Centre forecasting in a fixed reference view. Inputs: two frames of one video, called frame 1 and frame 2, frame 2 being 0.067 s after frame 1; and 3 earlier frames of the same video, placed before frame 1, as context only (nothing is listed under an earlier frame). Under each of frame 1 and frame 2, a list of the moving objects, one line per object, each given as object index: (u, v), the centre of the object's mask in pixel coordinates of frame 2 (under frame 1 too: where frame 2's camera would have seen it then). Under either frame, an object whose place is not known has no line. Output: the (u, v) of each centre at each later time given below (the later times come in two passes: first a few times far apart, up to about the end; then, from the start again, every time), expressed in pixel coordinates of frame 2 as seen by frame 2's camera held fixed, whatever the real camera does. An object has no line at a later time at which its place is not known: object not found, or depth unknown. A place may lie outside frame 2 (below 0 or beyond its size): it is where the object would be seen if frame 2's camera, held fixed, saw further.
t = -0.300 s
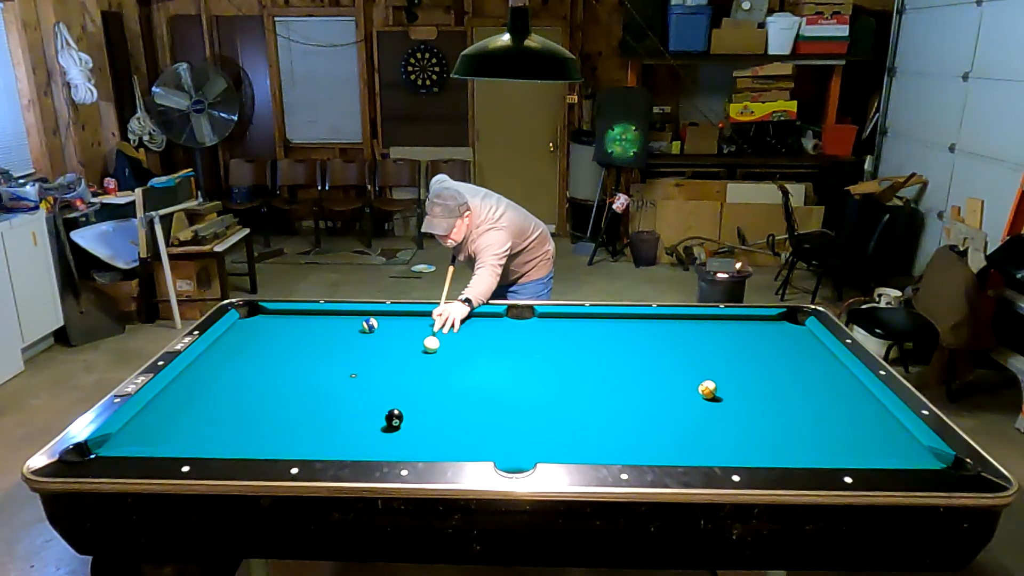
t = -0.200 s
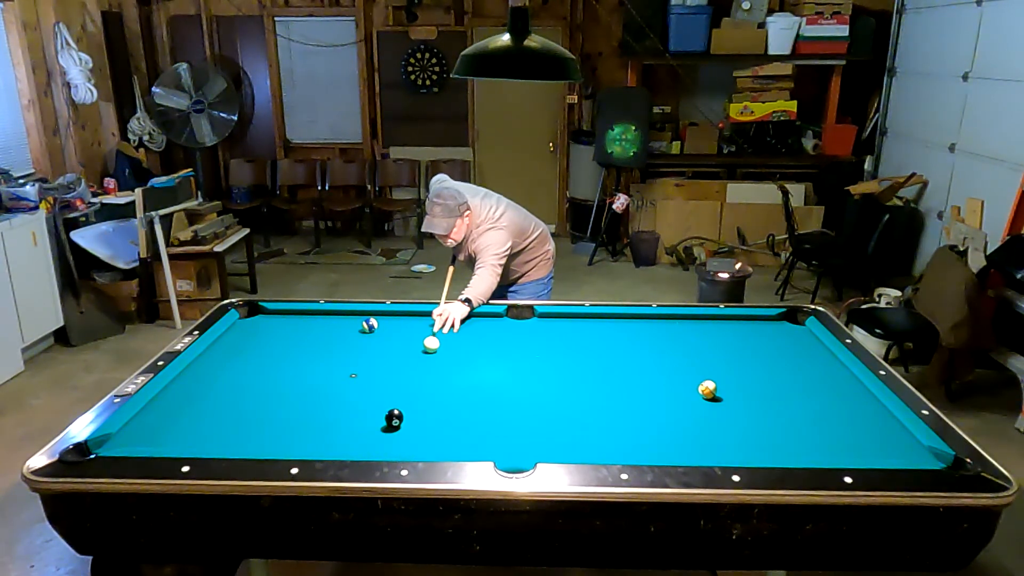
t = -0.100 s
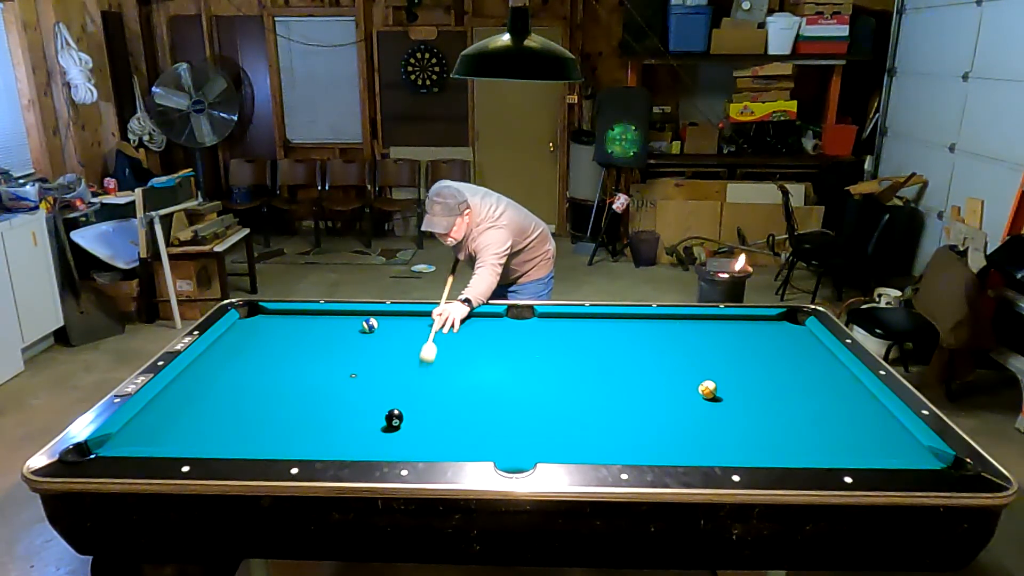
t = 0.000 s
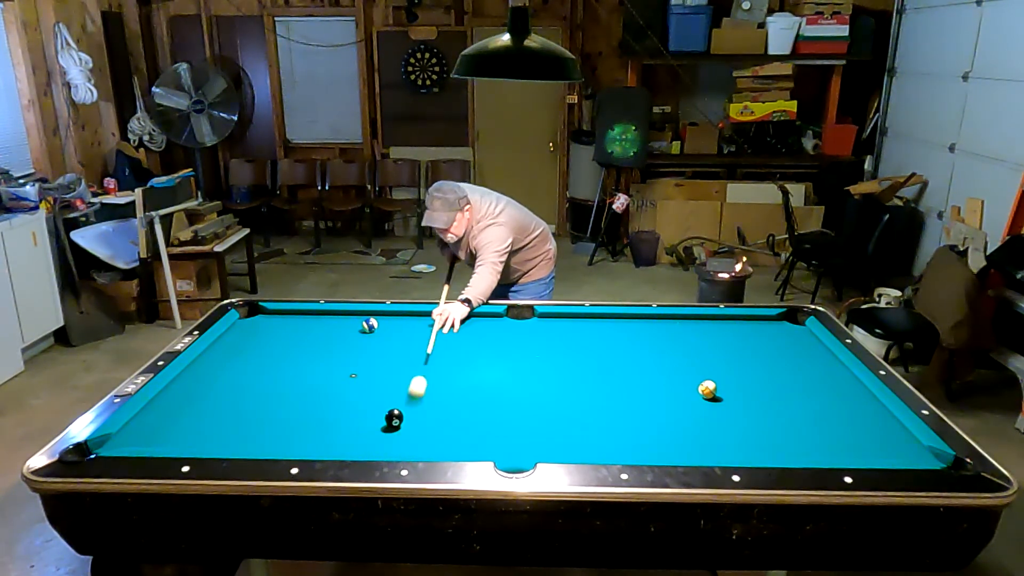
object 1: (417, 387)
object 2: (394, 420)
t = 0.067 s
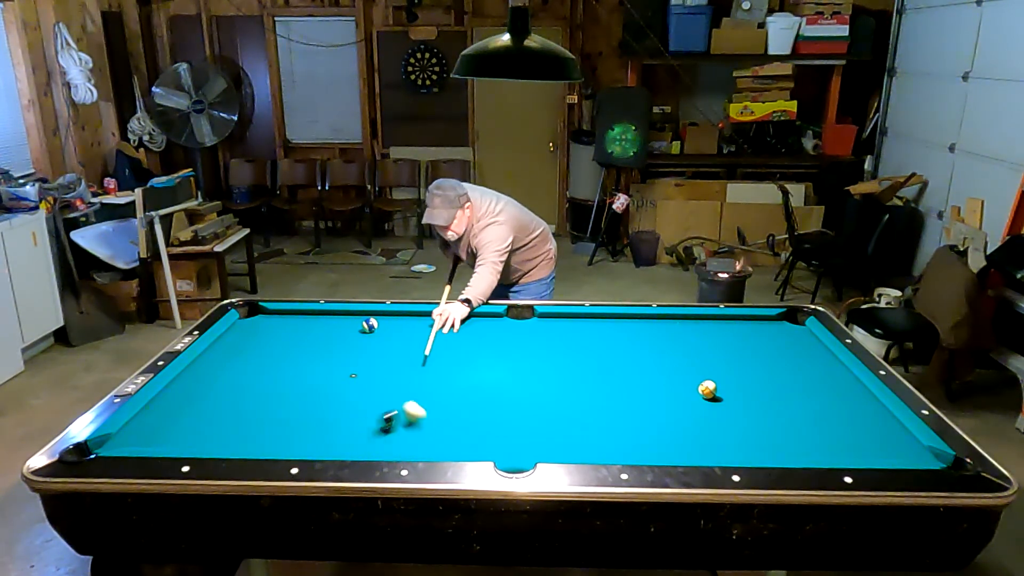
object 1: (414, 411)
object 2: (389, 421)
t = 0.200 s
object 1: (452, 442)
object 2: (327, 443)
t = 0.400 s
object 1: (491, 425)
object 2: (294, 431)
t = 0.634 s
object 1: (529, 398)
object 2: (266, 412)
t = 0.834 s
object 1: (556, 378)
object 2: (245, 397)
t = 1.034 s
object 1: (580, 361)
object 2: (226, 385)
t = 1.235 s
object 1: (601, 347)
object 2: (209, 373)
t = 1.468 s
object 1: (622, 331)
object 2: (203, 362)
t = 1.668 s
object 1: (638, 320)
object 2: (224, 354)
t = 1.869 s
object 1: (651, 320)
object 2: (243, 347)
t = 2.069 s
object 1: (662, 326)
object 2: (260, 341)
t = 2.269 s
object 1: (673, 332)
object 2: (276, 336)
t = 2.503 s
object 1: (686, 339)
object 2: (292, 330)
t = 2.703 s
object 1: (697, 344)
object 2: (304, 326)
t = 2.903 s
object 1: (707, 350)
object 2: (316, 322)
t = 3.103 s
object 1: (717, 355)
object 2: (326, 318)
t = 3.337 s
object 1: (727, 360)
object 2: (337, 315)
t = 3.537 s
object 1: (736, 365)
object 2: (343, 314)
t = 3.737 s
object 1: (744, 369)
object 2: (346, 316)
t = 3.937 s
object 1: (752, 373)
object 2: (348, 317)
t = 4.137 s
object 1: (759, 376)
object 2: (350, 318)
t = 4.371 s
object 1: (765, 379)
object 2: (352, 319)
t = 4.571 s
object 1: (769, 382)
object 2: (354, 319)
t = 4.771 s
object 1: (772, 384)
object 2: (355, 319)
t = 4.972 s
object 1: (774, 385)
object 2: (355, 319)
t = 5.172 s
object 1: (776, 386)
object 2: (355, 319)
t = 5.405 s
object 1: (776, 386)
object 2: (355, 319)
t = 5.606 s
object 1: (776, 386)
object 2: (355, 319)
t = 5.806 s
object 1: (775, 386)
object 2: (355, 319)
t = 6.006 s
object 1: (775, 386)
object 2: (355, 319)
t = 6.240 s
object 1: (775, 386)
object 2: (355, 319)
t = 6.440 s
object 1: (776, 386)
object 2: (355, 319)
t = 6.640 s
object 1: (776, 386)
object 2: (355, 319)
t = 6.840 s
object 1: (776, 386)
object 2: (355, 319)
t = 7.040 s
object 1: (775, 386)
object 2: (355, 319)
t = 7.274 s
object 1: (776, 386)
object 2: (355, 319)
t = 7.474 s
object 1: (776, 386)
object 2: (355, 319)
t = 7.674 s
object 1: (776, 386)
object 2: (355, 319)
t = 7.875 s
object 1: (776, 386)
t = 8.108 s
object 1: (775, 386)
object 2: (355, 319)
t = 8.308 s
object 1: (776, 386)
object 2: (355, 319)
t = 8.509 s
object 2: (355, 319)
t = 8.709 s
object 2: (355, 319)
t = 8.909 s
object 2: (355, 319)
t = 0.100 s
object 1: (424, 418)
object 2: (373, 428)
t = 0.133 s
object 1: (434, 426)
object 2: (357, 435)
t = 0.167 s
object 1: (443, 435)
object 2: (343, 440)
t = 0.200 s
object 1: (452, 442)
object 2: (327, 443)
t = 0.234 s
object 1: (461, 445)
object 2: (316, 444)
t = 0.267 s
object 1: (467, 442)
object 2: (312, 442)
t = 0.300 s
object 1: (473, 438)
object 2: (307, 440)
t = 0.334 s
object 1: (479, 433)
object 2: (302, 437)
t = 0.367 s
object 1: (486, 428)
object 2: (298, 434)
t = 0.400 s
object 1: (491, 425)
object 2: (294, 431)
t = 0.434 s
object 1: (497, 420)
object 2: (290, 429)
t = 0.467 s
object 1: (503, 416)
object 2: (285, 425)
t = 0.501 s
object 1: (508, 412)
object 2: (281, 423)
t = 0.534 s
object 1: (514, 409)
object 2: (277, 420)
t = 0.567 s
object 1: (519, 405)
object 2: (273, 417)
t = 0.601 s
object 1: (524, 401)
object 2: (270, 414)
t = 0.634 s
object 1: (529, 398)
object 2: (266, 412)
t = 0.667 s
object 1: (534, 394)
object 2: (262, 409)
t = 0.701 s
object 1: (538, 391)
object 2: (259, 407)
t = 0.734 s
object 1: (543, 388)
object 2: (255, 404)
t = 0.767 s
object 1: (547, 385)
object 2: (251, 401)
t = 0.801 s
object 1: (552, 382)
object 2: (248, 400)
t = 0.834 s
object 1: (556, 378)
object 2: (245, 397)
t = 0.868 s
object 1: (560, 375)
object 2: (242, 395)
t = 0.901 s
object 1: (564, 373)
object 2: (238, 393)
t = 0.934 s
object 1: (568, 370)
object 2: (235, 391)
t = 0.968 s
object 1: (572, 367)
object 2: (232, 389)
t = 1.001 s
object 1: (576, 364)
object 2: (229, 386)
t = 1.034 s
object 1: (580, 361)
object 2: (226, 385)
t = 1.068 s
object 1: (583, 359)
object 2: (223, 383)
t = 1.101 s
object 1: (587, 356)
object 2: (221, 381)
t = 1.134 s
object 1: (591, 354)
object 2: (218, 379)
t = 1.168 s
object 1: (594, 351)
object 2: (215, 377)
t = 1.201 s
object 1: (597, 349)
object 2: (212, 375)
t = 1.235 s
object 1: (601, 347)
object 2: (209, 373)
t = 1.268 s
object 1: (604, 344)
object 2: (207, 371)
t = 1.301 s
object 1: (607, 342)
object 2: (205, 369)
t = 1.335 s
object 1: (610, 340)
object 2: (203, 368)
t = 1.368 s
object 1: (613, 337)
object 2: (200, 366)
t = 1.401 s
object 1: (616, 335)
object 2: (195, 366)
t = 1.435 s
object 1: (619, 333)
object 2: (197, 364)
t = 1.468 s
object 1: (622, 331)
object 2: (203, 362)
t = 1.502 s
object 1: (625, 329)
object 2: (207, 360)
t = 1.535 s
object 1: (628, 327)
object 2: (210, 359)
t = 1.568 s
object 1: (630, 325)
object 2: (214, 358)
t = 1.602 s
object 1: (633, 323)
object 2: (217, 357)
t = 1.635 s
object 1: (636, 322)
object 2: (221, 355)
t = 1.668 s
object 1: (638, 320)
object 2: (224, 354)
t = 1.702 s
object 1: (641, 318)
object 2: (227, 353)
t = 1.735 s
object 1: (643, 317)
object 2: (230, 352)
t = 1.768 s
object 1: (645, 317)
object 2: (233, 351)
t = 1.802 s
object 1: (647, 319)
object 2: (237, 349)
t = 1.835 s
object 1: (649, 320)
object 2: (241, 348)
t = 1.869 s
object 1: (651, 320)
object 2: (243, 347)
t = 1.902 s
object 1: (653, 321)
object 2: (246, 346)
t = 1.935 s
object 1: (654, 322)
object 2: (249, 345)
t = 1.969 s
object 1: (656, 323)
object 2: (252, 344)
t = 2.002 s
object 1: (658, 324)
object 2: (255, 343)
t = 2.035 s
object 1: (660, 325)
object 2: (257, 342)
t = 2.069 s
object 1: (662, 326)
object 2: (260, 341)
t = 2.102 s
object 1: (664, 327)
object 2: (263, 340)
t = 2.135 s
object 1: (666, 328)
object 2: (265, 340)
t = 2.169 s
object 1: (667, 329)
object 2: (268, 339)
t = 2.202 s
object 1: (669, 330)
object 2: (271, 338)
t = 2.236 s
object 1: (671, 331)
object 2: (274, 337)
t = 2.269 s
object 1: (673, 332)
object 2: (276, 336)
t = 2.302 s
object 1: (675, 333)
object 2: (278, 335)
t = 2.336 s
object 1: (677, 334)
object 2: (281, 334)
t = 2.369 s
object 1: (678, 335)
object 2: (283, 333)
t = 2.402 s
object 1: (680, 336)
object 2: (285, 333)
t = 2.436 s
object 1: (682, 337)
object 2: (287, 332)
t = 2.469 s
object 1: (684, 338)
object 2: (290, 331)
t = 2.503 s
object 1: (686, 339)
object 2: (292, 330)
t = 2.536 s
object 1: (688, 340)
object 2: (294, 330)
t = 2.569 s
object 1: (689, 341)
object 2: (296, 329)
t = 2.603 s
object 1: (691, 342)
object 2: (298, 328)
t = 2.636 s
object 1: (693, 342)
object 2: (300, 327)
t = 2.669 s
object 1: (695, 343)
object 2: (302, 327)
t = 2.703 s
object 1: (697, 344)
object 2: (304, 326)
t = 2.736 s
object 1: (698, 345)
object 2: (306, 325)
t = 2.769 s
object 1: (700, 346)
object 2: (309, 324)
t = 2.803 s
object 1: (701, 347)
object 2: (310, 324)
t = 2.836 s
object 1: (703, 348)
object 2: (312, 323)
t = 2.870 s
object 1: (705, 349)
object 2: (314, 323)
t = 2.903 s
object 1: (707, 350)
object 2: (316, 322)
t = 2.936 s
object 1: (708, 350)
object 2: (318, 321)
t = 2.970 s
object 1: (710, 351)
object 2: (319, 321)
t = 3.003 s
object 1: (712, 352)
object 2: (321, 320)
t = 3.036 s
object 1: (713, 353)
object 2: (323, 319)
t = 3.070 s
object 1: (715, 354)
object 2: (325, 319)
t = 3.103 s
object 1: (717, 355)
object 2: (326, 318)
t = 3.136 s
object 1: (718, 355)
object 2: (328, 318)
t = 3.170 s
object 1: (720, 356)
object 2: (330, 317)
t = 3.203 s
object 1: (721, 357)
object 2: (331, 317)
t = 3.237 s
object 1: (723, 358)
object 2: (333, 317)
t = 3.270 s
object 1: (724, 359)
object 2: (334, 316)
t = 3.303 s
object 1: (726, 359)
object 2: (336, 315)
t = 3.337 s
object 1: (727, 360)
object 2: (337, 315)
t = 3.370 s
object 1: (729, 361)
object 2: (339, 314)
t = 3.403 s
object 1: (730, 362)
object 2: (340, 314)
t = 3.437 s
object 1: (732, 362)
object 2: (341, 314)
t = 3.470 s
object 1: (733, 363)
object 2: (342, 314)
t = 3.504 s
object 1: (735, 364)
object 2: (343, 314)
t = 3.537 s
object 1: (736, 365)
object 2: (343, 314)
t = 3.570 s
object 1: (738, 365)
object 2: (344, 315)
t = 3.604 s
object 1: (739, 366)
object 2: (344, 315)
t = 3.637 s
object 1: (740, 367)
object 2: (345, 315)
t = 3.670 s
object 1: (742, 367)
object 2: (345, 315)
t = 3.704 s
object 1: (743, 368)
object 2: (346, 316)
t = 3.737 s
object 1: (744, 369)
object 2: (346, 316)
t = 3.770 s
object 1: (745, 369)
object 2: (346, 316)
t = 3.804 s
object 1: (747, 370)
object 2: (347, 316)
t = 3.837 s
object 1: (748, 371)
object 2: (347, 317)
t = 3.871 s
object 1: (749, 371)
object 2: (347, 317)
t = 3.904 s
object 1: (751, 372)
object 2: (348, 317)
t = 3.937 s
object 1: (752, 373)
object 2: (348, 317)
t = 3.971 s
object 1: (753, 373)
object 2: (348, 317)
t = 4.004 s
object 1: (754, 374)
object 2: (349, 317)
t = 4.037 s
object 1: (755, 374)
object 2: (349, 317)
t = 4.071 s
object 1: (757, 375)
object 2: (349, 318)
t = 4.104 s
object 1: (758, 375)
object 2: (350, 318)
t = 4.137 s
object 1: (759, 376)
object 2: (350, 318)
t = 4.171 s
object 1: (760, 376)
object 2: (350, 318)
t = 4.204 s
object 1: (761, 377)
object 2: (351, 318)
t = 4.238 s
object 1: (762, 377)
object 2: (351, 318)
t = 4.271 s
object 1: (763, 378)
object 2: (351, 318)
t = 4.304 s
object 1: (763, 378)
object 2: (351, 318)
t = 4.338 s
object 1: (764, 379)
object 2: (352, 319)
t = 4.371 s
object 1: (765, 379)
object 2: (352, 319)
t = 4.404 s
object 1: (766, 380)
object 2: (352, 319)
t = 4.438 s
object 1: (766, 380)
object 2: (353, 319)
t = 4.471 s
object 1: (767, 380)
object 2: (353, 319)
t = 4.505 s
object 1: (768, 381)
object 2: (353, 319)
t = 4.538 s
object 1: (768, 381)
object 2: (353, 319)
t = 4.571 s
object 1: (769, 382)
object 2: (354, 319)
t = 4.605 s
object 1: (769, 382)
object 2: (354, 319)
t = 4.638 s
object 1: (770, 383)
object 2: (354, 319)
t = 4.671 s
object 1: (770, 383)
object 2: (354, 319)
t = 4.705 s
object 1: (771, 383)
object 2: (354, 319)
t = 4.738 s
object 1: (771, 384)
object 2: (355, 319)
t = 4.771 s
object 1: (772, 384)
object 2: (355, 319)
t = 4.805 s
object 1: (772, 384)
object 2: (355, 319)
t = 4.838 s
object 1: (772, 384)
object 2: (355, 319)
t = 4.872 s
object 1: (773, 385)
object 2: (355, 319)
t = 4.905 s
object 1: (773, 385)
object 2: (355, 319)
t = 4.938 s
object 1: (774, 385)
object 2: (355, 319)
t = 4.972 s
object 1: (774, 385)
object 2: (355, 319)
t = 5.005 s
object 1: (774, 385)
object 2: (355, 319)
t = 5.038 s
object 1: (775, 386)
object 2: (355, 319)
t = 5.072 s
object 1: (775, 386)
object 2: (355, 319)
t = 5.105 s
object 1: (775, 386)
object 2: (355, 319)
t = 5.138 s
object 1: (775, 386)
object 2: (355, 319)
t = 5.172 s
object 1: (776, 386)
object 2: (355, 319)
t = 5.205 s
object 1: (776, 386)
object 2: (355, 319)
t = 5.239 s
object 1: (776, 386)
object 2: (355, 319)
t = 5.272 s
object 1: (776, 386)
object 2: (355, 319)
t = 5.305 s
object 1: (776, 386)
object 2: (355, 319)
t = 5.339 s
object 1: (776, 386)
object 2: (355, 319)
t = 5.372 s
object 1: (776, 386)
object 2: (355, 319)
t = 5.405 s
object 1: (776, 386)
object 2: (355, 319)
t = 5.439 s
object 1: (776, 386)
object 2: (354, 319)
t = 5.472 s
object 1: (776, 386)
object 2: (355, 319)
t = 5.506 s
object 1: (776, 386)
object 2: (355, 319)
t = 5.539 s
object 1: (776, 386)
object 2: (355, 319)
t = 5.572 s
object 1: (776, 386)
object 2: (355, 319)
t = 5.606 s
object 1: (776, 386)
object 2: (355, 319)
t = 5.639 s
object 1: (776, 386)
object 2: (355, 319)
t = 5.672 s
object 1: (776, 386)
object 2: (355, 319)
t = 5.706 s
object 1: (775, 386)
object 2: (355, 319)
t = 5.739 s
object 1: (776, 386)
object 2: (355, 319)
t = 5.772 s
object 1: (775, 386)
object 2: (355, 319)
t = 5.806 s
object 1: (775, 386)
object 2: (355, 319)
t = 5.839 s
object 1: (775, 386)
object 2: (355, 319)
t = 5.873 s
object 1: (775, 386)
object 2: (355, 319)
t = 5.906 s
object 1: (775, 386)
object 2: (355, 319)
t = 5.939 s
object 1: (775, 386)
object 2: (355, 319)
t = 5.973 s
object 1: (775, 386)
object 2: (355, 319)
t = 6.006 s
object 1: (775, 386)
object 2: (355, 319)
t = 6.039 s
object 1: (775, 386)
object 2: (355, 319)
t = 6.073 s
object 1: (775, 386)
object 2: (355, 319)
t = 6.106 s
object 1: (775, 386)
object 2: (355, 319)
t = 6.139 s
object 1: (775, 386)
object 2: (355, 319)
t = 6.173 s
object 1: (776, 386)
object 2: (355, 319)
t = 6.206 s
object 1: (775, 386)
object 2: (355, 319)
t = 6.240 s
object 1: (775, 386)
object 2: (355, 319)
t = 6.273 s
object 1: (776, 386)
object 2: (355, 319)
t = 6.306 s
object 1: (775, 386)
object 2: (355, 319)
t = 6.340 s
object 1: (776, 386)
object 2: (355, 319)
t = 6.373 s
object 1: (775, 386)
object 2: (355, 319)
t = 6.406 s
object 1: (775, 386)
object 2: (355, 319)
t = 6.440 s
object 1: (776, 386)
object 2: (355, 319)
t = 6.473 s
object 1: (776, 386)
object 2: (355, 319)
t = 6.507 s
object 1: (776, 386)
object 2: (355, 319)
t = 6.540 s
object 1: (775, 386)
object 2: (355, 319)
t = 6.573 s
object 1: (775, 386)
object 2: (355, 319)
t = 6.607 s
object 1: (775, 386)
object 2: (355, 319)
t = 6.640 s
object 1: (776, 386)
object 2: (355, 319)
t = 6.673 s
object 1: (775, 386)
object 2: (355, 319)
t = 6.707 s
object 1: (775, 386)
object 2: (355, 319)
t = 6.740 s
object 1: (775, 386)
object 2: (355, 319)
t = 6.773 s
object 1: (776, 386)
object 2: (355, 319)
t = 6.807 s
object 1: (775, 386)
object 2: (355, 319)
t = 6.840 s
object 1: (776, 386)
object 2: (355, 319)
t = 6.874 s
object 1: (775, 386)
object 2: (355, 319)
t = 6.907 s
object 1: (775, 386)
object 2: (355, 319)
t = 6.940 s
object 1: (776, 386)
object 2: (355, 319)
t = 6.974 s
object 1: (776, 386)
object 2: (355, 319)
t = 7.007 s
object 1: (775, 386)
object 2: (355, 319)
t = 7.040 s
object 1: (775, 386)
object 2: (355, 319)
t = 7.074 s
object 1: (775, 386)
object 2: (355, 319)
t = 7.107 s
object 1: (776, 386)
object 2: (355, 319)
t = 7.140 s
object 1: (775, 386)
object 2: (355, 319)
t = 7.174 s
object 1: (775, 386)
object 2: (355, 319)
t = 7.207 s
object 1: (775, 386)
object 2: (355, 319)
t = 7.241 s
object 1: (776, 386)
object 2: (355, 319)
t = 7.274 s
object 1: (776, 386)
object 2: (355, 319)
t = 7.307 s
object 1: (776, 386)
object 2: (355, 319)
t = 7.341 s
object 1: (776, 386)
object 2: (355, 319)
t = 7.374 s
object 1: (776, 386)
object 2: (355, 319)
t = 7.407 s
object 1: (776, 386)
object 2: (355, 319)
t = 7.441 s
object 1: (776, 386)
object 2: (355, 319)
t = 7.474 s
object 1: (776, 386)
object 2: (355, 319)
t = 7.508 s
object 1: (776, 386)
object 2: (355, 319)
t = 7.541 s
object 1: (776, 386)
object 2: (355, 319)
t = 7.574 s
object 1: (776, 386)
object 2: (355, 319)
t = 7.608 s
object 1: (776, 386)
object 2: (355, 319)
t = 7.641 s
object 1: (776, 386)
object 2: (355, 319)
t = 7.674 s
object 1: (776, 386)
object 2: (355, 319)
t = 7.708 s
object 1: (776, 386)
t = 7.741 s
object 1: (776, 386)
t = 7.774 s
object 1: (776, 386)
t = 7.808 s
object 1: (776, 386)
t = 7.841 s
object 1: (776, 386)
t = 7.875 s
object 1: (776, 386)
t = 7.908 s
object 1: (776, 386)
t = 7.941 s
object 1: (775, 386)
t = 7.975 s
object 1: (776, 386)
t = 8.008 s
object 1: (773, 384)
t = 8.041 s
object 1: (775, 385)
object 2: (354, 319)
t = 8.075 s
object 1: (775, 386)
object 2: (355, 319)
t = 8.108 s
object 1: (775, 386)
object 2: (355, 319)
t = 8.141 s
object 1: (776, 386)
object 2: (355, 319)
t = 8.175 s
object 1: (775, 386)
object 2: (355, 319)
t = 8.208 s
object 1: (775, 386)
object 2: (355, 319)
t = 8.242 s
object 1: (775, 386)
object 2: (355, 319)
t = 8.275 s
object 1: (776, 386)
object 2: (355, 319)
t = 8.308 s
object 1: (776, 386)
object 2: (355, 319)
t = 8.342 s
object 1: (776, 386)
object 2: (355, 319)
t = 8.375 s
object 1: (776, 386)
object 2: (355, 319)
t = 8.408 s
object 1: (776, 386)
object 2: (355, 319)
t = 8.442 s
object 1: (780, 386)
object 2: (355, 319)
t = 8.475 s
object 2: (355, 319)
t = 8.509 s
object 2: (355, 319)
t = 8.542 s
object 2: (355, 319)
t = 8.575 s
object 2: (355, 319)
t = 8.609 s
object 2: (355, 319)
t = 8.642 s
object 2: (355, 319)
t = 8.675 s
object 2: (355, 319)
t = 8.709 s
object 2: (355, 319)
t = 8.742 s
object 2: (355, 319)
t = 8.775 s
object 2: (355, 319)
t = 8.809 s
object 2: (355, 319)
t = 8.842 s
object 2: (355, 319)
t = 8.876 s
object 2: (355, 319)
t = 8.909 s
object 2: (355, 319)
